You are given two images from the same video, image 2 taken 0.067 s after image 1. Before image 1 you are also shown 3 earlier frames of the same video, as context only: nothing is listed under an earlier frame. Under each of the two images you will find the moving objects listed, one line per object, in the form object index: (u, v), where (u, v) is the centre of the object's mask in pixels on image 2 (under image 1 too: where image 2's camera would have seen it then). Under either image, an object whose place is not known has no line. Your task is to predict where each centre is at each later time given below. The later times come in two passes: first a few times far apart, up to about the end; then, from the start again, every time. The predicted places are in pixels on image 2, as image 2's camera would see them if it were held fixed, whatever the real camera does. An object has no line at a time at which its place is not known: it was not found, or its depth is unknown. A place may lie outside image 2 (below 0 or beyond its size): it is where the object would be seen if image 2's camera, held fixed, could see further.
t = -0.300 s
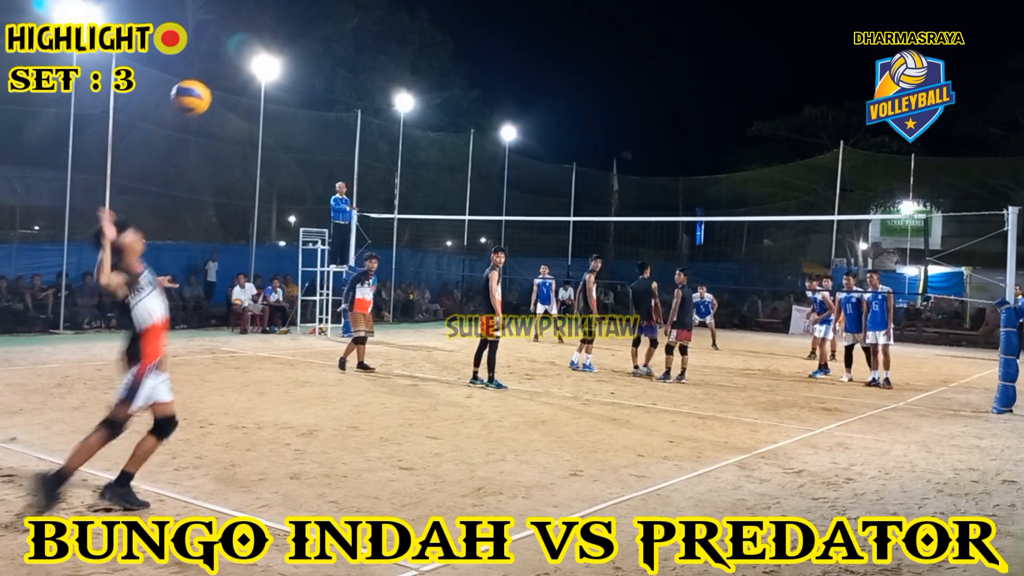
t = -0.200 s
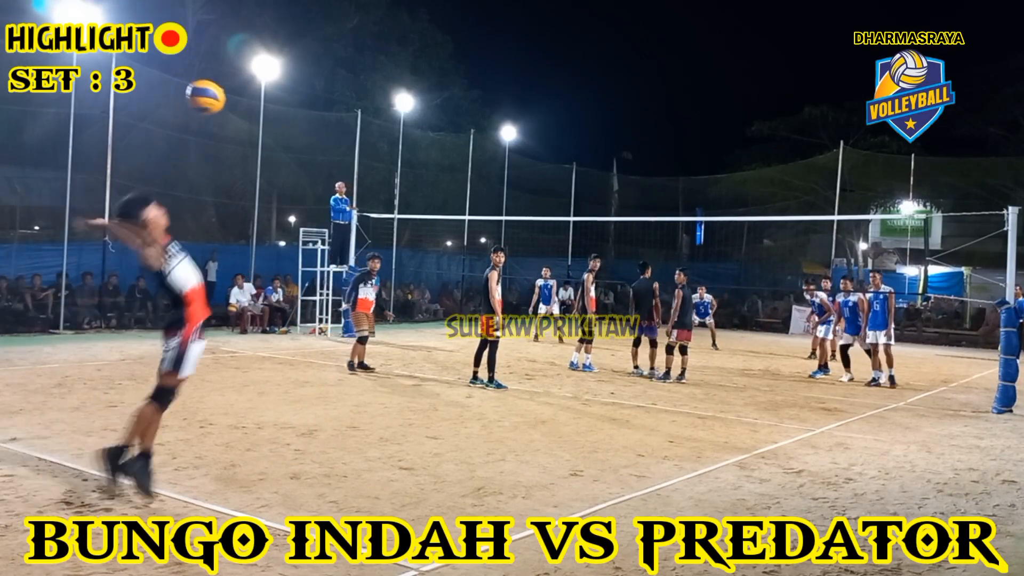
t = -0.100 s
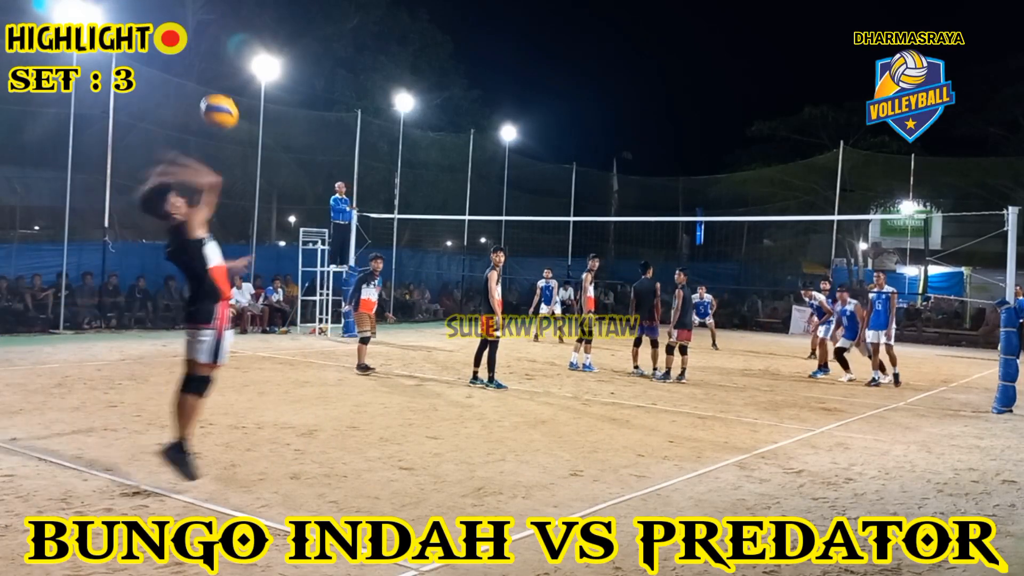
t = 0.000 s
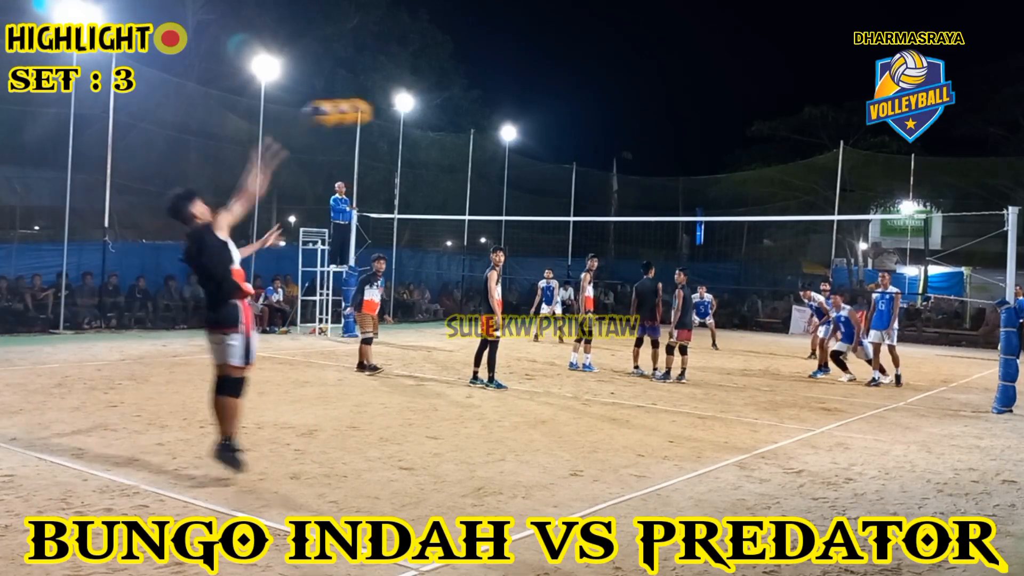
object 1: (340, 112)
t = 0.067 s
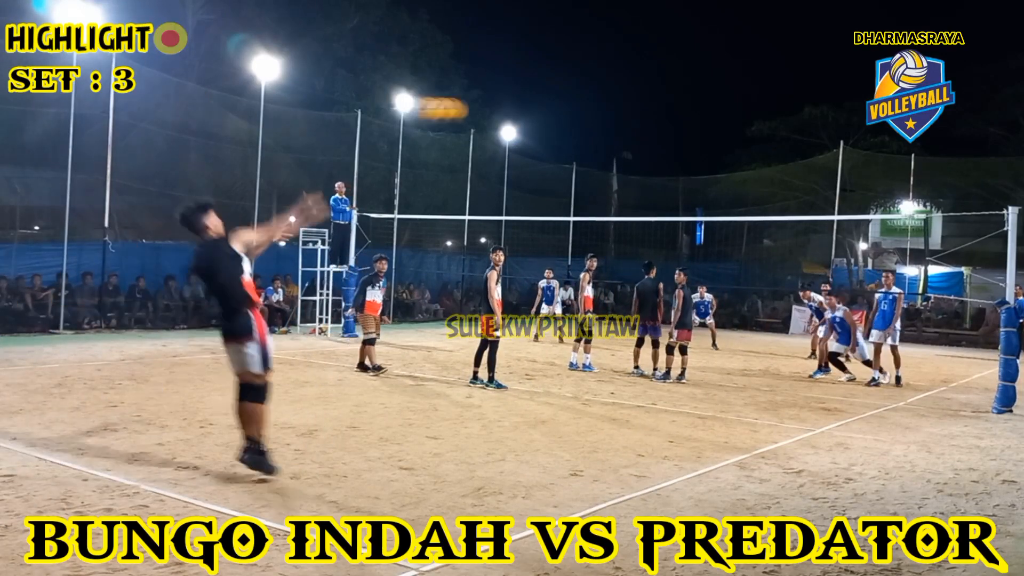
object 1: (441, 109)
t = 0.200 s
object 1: (578, 119)
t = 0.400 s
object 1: (708, 147)
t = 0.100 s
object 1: (480, 110)
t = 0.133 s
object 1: (513, 111)
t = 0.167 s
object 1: (548, 115)
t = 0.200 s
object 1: (578, 119)
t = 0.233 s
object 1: (603, 123)
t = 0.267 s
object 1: (629, 128)
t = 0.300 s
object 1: (652, 132)
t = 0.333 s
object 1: (671, 136)
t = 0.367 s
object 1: (690, 141)
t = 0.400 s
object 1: (708, 147)
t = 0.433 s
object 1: (723, 152)
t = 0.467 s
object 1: (738, 159)
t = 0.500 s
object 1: (752, 164)
